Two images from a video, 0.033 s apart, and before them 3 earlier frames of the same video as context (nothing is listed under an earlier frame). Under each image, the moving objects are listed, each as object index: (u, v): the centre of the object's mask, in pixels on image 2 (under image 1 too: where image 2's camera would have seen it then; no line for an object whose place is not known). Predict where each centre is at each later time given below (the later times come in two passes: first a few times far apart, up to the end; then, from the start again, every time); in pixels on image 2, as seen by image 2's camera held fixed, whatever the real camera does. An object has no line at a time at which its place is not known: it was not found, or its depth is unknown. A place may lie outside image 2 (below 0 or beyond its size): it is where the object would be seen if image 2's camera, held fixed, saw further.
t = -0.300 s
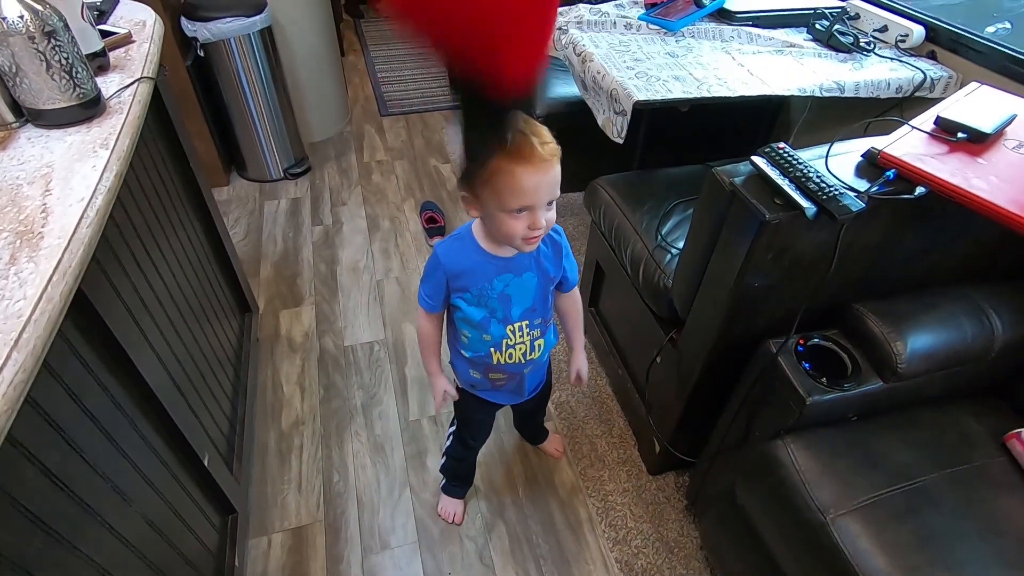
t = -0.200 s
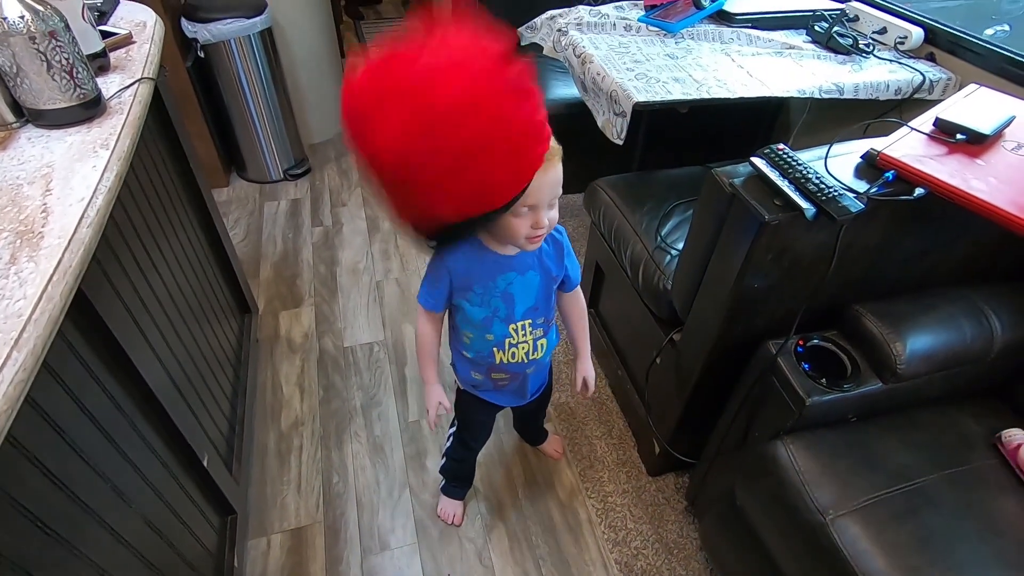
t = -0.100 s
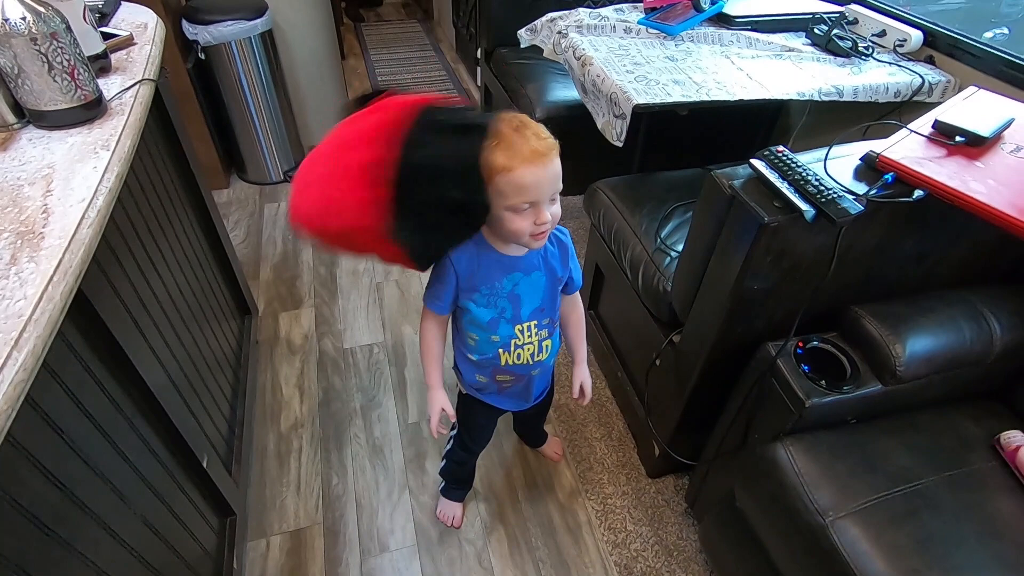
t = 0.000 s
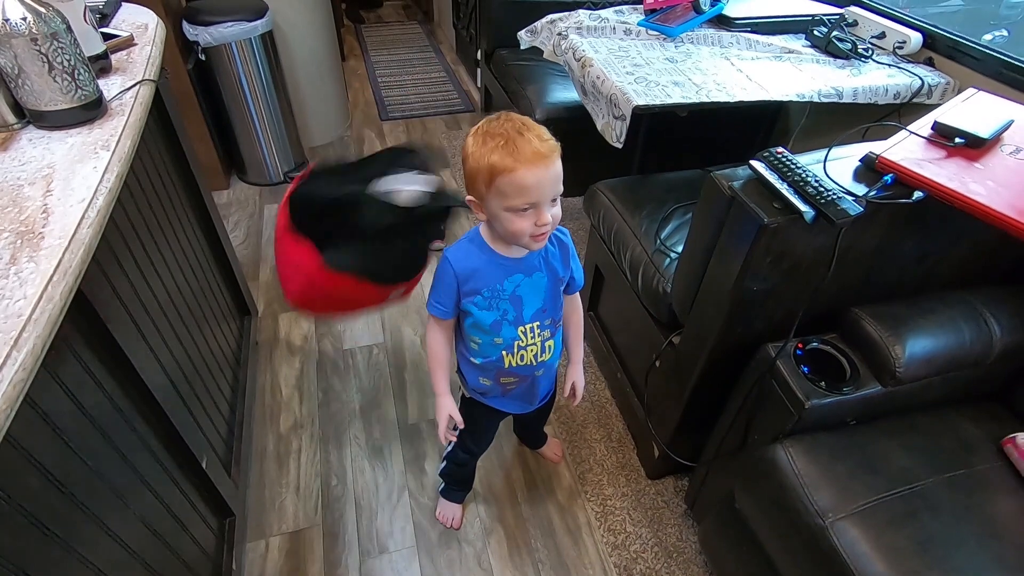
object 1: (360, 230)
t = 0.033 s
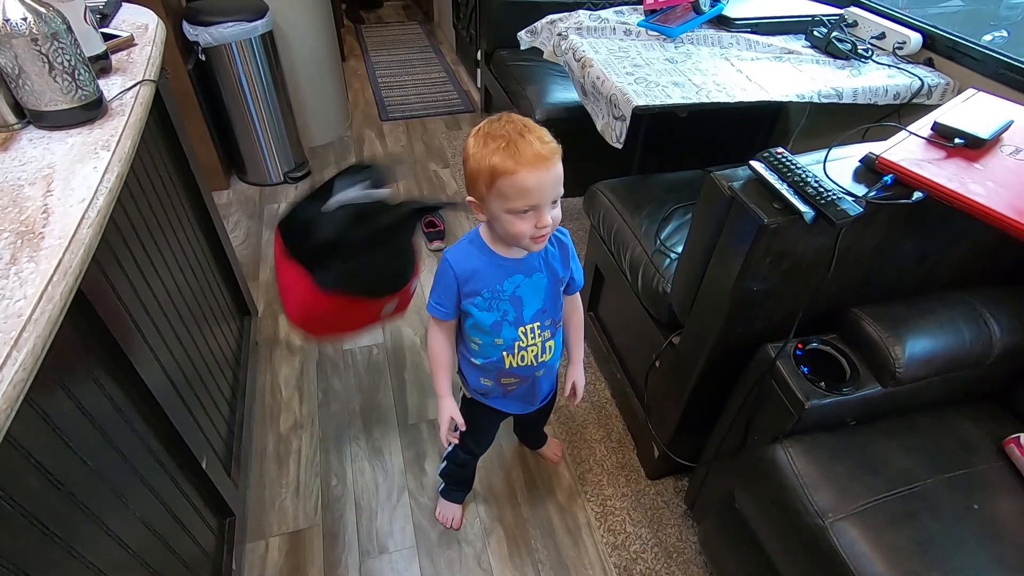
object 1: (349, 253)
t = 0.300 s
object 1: (313, 353)
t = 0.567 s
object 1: (316, 345)
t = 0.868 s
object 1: (316, 347)
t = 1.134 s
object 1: (317, 346)
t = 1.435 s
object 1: (316, 346)
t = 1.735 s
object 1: (316, 346)
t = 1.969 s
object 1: (317, 347)
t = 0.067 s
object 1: (340, 277)
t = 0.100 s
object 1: (332, 298)
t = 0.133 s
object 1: (328, 323)
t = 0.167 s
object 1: (328, 347)
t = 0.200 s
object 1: (327, 359)
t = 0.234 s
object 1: (321, 360)
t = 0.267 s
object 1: (317, 358)
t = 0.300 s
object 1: (313, 353)
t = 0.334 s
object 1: (309, 348)
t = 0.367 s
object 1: (306, 344)
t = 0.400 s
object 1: (306, 340)
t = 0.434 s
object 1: (307, 339)
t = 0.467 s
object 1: (309, 339)
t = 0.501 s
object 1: (311, 341)
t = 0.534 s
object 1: (314, 343)
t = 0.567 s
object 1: (316, 345)
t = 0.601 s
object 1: (317, 346)
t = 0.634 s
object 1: (317, 346)
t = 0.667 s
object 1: (317, 346)
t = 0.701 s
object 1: (317, 347)
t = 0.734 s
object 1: (316, 347)
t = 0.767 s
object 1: (316, 347)
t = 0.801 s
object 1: (316, 347)
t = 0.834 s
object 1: (316, 347)
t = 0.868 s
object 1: (316, 347)
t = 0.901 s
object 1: (317, 347)
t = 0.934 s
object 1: (316, 347)
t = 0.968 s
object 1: (316, 346)
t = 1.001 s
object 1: (316, 346)
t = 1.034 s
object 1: (316, 346)
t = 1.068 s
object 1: (317, 346)
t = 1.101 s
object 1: (317, 346)
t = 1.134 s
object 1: (317, 346)
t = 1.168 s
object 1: (317, 346)
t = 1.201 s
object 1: (317, 346)
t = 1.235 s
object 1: (317, 346)
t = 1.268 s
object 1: (317, 346)
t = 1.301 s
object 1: (317, 346)
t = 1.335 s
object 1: (316, 346)
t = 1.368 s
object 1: (316, 346)
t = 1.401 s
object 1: (316, 346)
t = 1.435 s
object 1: (316, 346)
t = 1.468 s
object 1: (316, 346)
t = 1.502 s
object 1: (317, 346)
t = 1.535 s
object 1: (316, 347)
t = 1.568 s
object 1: (316, 346)
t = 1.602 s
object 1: (316, 347)
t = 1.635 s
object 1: (317, 346)
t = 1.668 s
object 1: (316, 346)
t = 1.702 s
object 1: (316, 346)
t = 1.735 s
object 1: (316, 346)
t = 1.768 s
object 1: (316, 347)
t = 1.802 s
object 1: (316, 347)
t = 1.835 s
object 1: (316, 347)
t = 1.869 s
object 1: (316, 347)
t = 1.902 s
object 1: (317, 347)
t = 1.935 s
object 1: (317, 347)
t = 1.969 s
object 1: (317, 347)
